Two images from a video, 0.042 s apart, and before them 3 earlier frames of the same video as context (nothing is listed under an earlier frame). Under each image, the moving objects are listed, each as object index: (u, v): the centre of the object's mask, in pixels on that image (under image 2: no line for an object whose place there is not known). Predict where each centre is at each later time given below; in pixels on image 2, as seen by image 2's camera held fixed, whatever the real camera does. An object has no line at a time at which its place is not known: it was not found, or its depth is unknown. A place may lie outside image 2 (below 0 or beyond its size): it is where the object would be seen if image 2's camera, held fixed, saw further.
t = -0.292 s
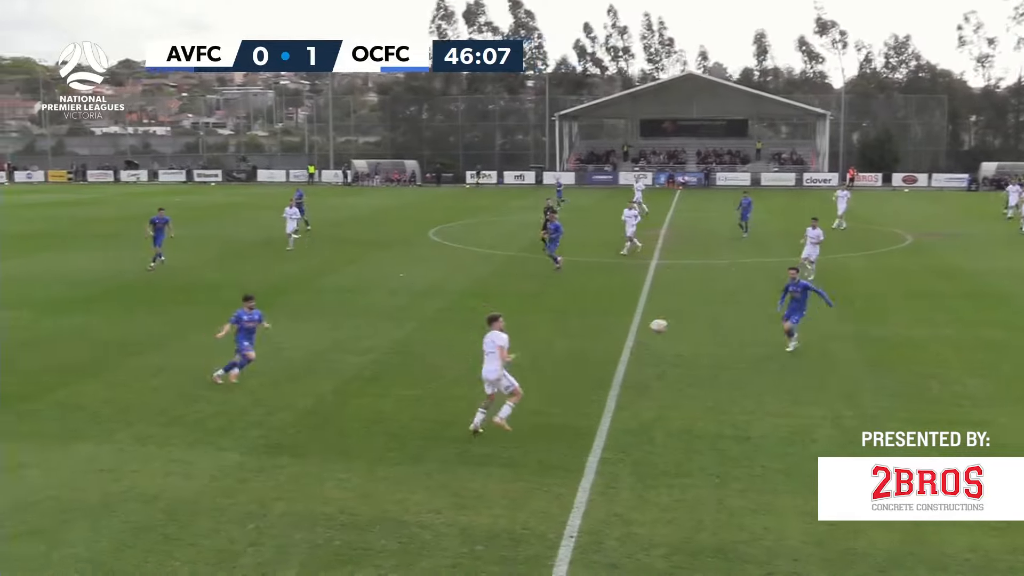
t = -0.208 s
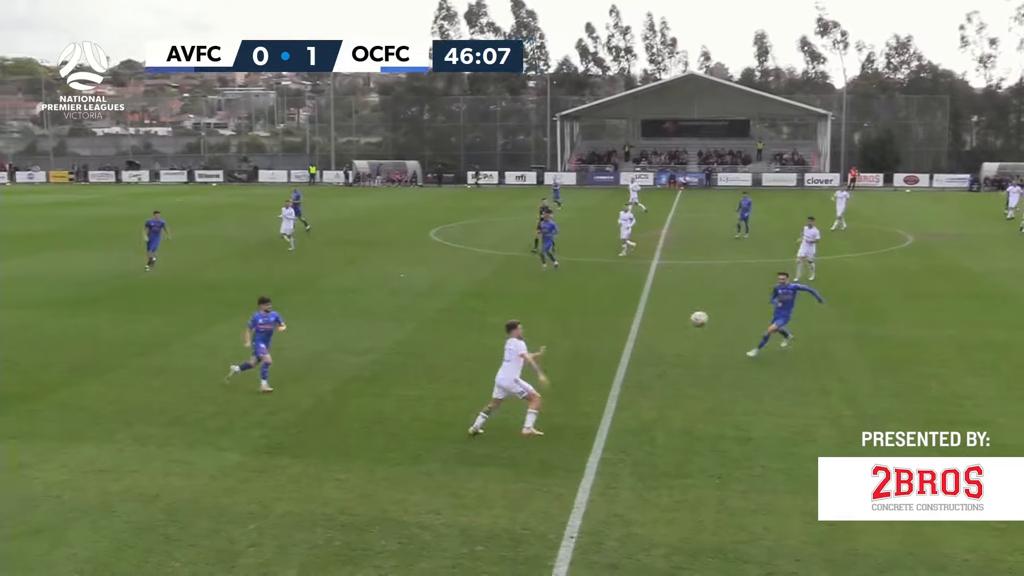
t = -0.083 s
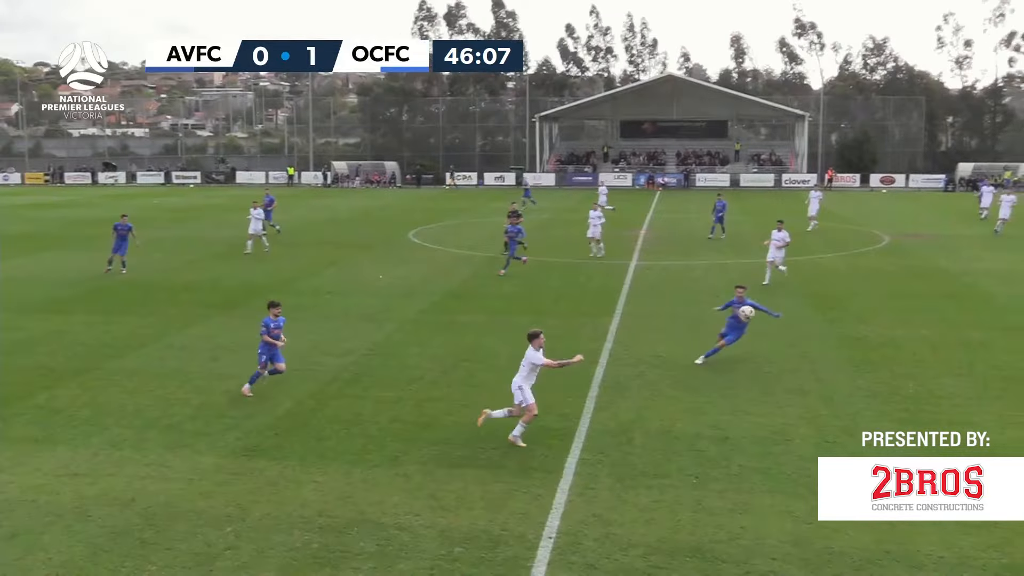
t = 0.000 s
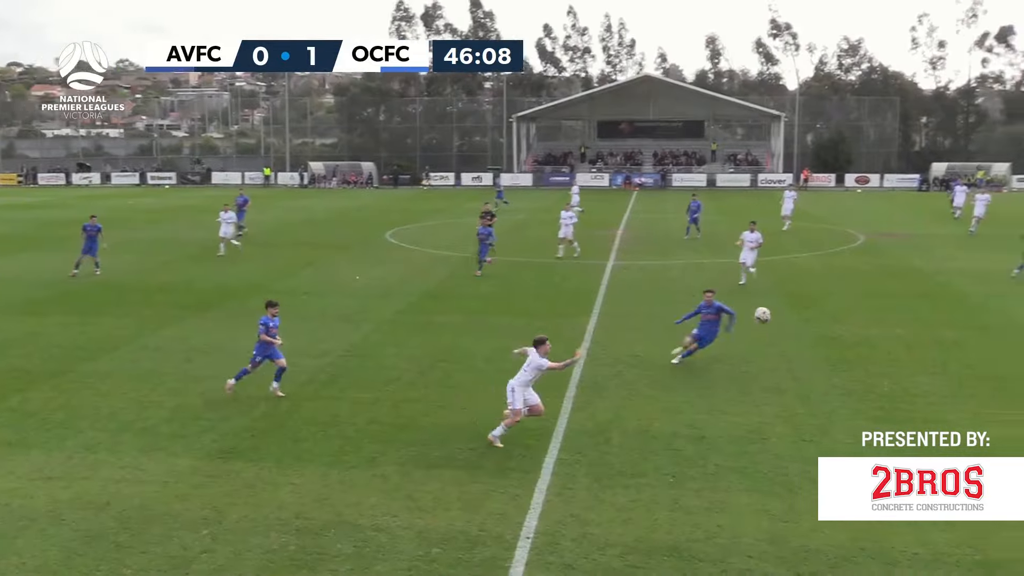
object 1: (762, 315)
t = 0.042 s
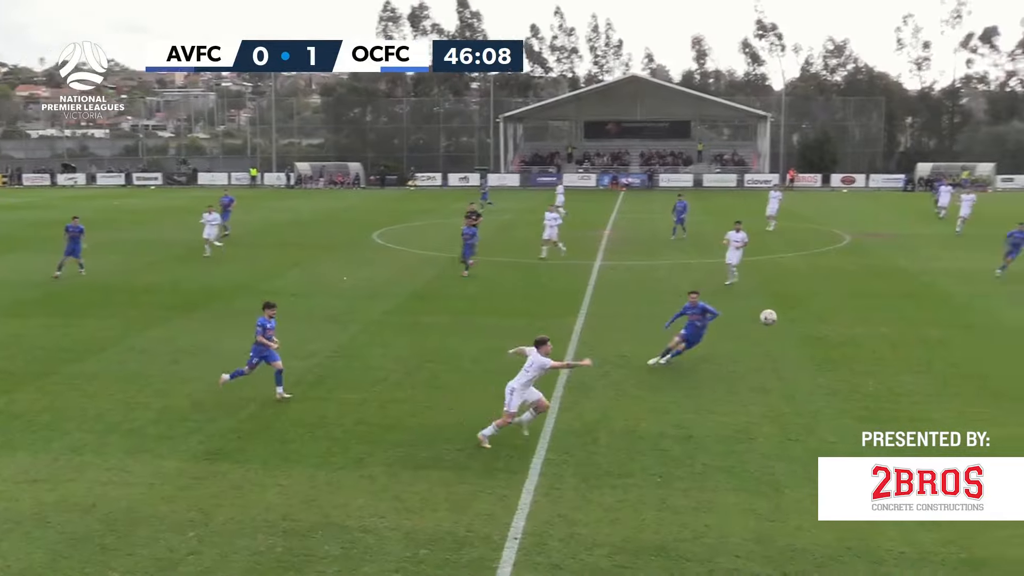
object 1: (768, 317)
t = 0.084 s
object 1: (787, 320)
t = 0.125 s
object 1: (806, 325)
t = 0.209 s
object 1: (843, 336)
